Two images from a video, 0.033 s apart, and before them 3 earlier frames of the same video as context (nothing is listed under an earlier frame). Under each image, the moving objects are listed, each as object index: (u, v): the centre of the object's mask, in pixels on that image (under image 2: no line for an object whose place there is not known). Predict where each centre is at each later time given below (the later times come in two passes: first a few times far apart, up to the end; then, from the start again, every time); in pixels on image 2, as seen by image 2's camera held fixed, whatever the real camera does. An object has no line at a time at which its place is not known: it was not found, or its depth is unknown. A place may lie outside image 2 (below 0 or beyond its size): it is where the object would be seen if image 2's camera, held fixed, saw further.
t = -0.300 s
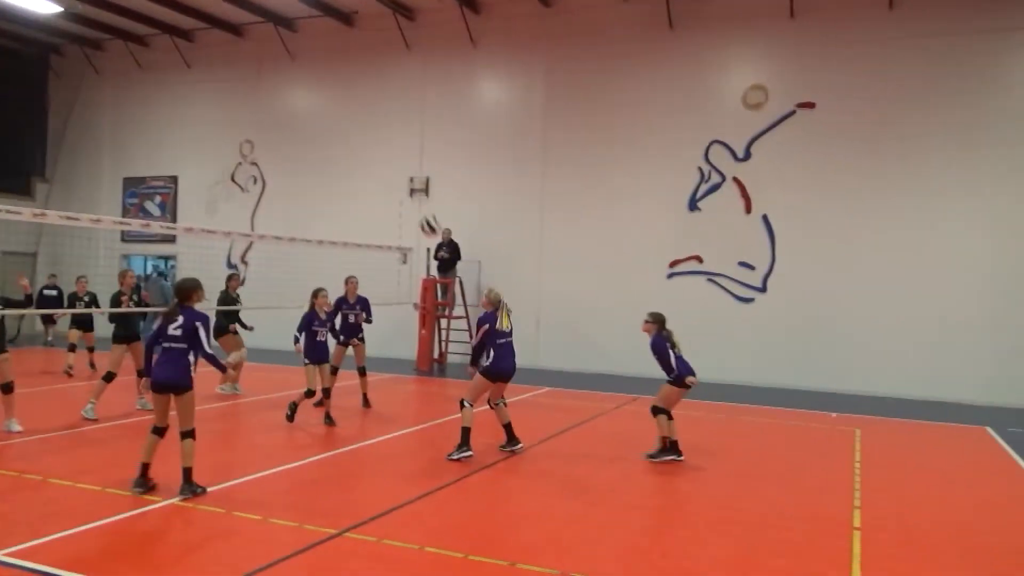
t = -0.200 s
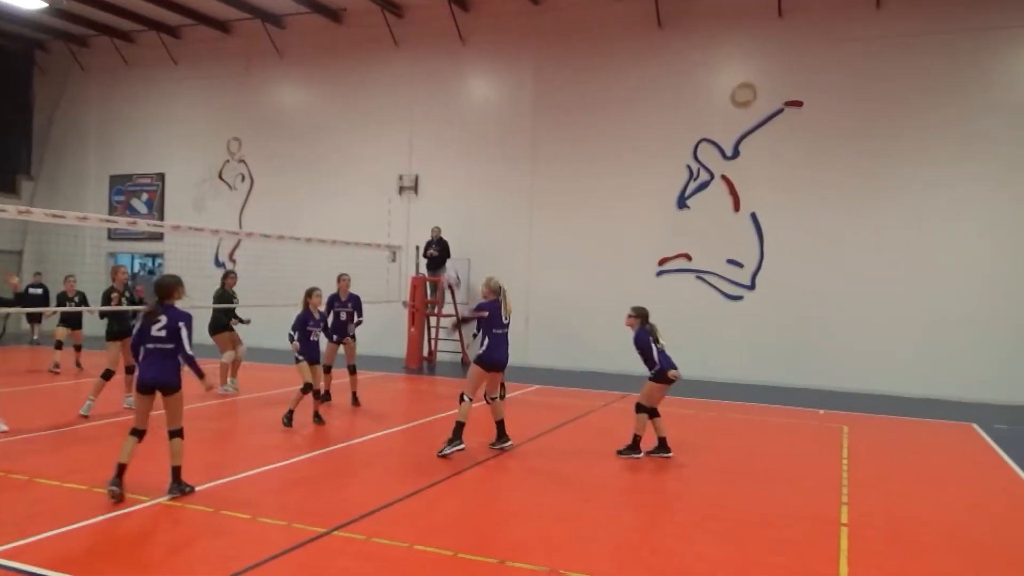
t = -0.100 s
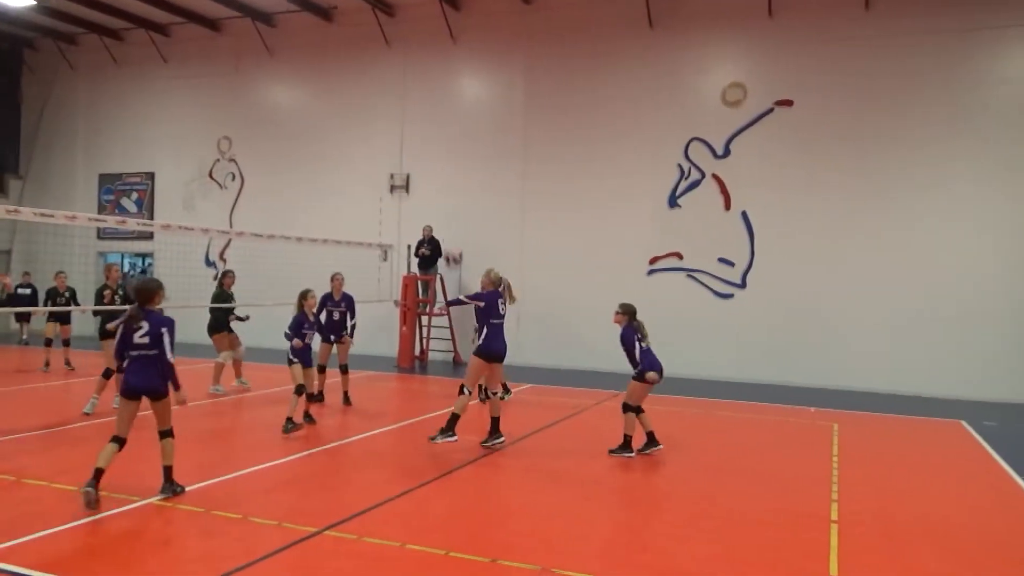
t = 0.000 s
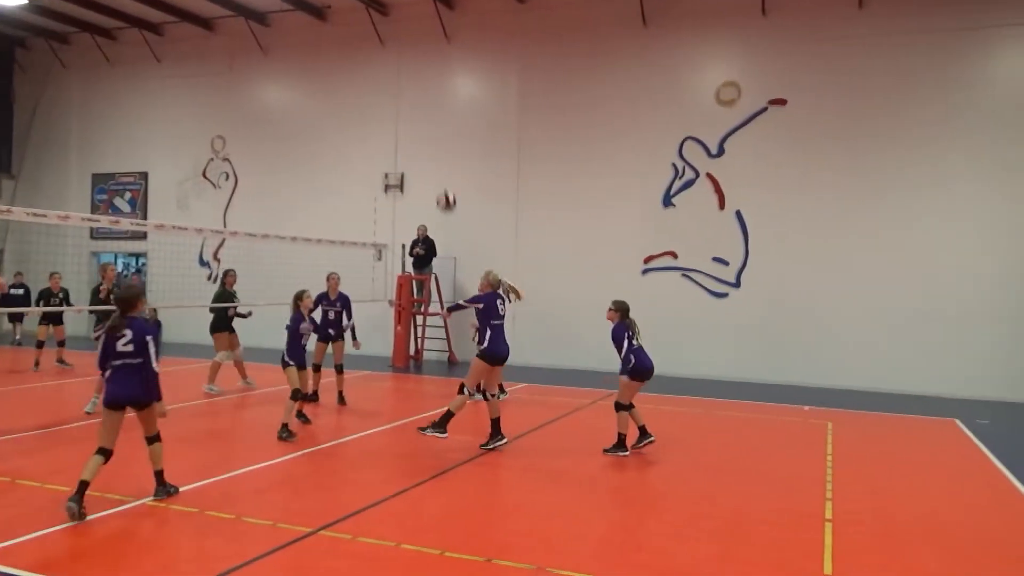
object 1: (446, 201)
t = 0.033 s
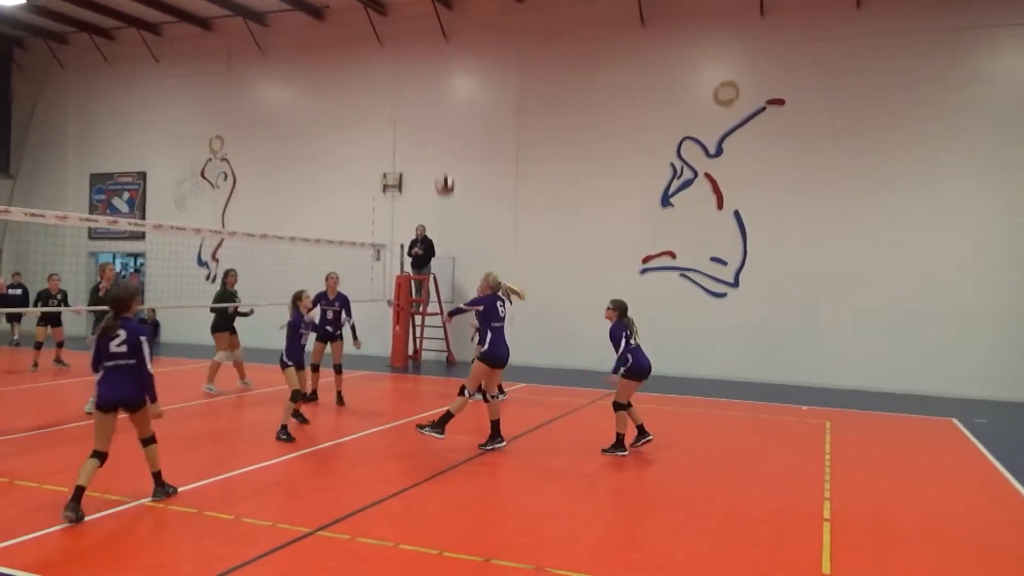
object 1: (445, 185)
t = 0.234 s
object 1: (443, 116)
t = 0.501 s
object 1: (439, 85)
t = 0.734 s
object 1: (435, 113)
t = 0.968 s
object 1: (429, 187)
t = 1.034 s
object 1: (427, 216)
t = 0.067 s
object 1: (445, 172)
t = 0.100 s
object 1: (444, 158)
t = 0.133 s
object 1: (443, 146)
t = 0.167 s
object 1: (443, 135)
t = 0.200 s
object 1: (443, 124)
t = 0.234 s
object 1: (443, 116)
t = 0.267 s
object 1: (443, 109)
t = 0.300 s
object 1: (442, 102)
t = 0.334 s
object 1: (441, 97)
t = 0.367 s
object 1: (441, 92)
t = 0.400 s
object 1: (440, 89)
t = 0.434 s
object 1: (440, 86)
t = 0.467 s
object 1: (439, 85)
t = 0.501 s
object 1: (439, 85)
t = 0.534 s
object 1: (438, 86)
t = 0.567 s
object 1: (438, 88)
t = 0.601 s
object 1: (437, 91)
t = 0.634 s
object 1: (437, 95)
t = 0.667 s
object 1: (436, 100)
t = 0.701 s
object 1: (435, 106)
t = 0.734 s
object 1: (435, 113)
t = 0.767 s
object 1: (434, 120)
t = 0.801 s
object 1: (433, 129)
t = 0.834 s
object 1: (432, 140)
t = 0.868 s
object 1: (432, 150)
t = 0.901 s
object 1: (431, 161)
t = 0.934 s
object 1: (430, 174)
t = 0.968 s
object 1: (429, 187)
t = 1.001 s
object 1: (429, 203)
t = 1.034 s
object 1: (427, 216)
